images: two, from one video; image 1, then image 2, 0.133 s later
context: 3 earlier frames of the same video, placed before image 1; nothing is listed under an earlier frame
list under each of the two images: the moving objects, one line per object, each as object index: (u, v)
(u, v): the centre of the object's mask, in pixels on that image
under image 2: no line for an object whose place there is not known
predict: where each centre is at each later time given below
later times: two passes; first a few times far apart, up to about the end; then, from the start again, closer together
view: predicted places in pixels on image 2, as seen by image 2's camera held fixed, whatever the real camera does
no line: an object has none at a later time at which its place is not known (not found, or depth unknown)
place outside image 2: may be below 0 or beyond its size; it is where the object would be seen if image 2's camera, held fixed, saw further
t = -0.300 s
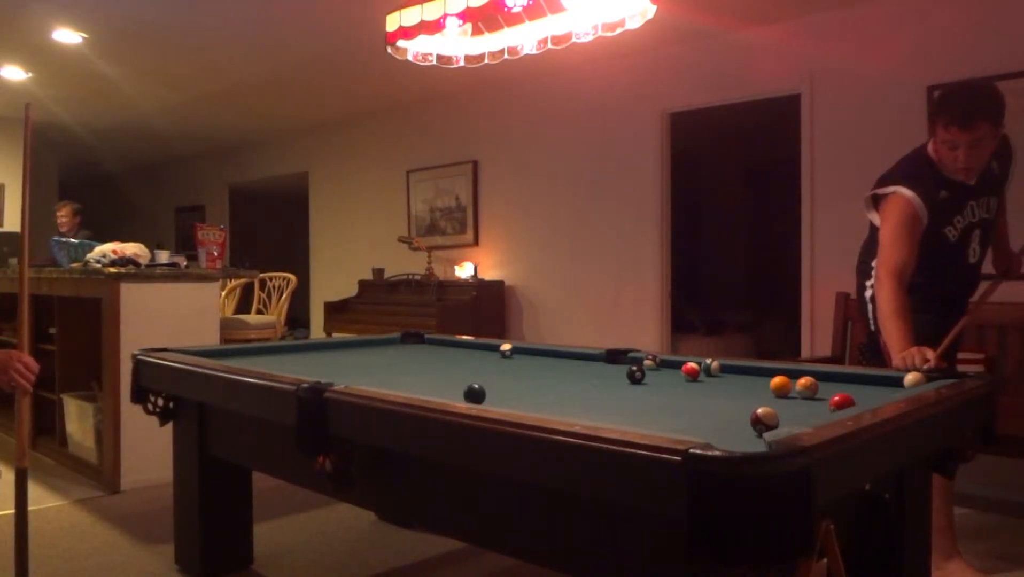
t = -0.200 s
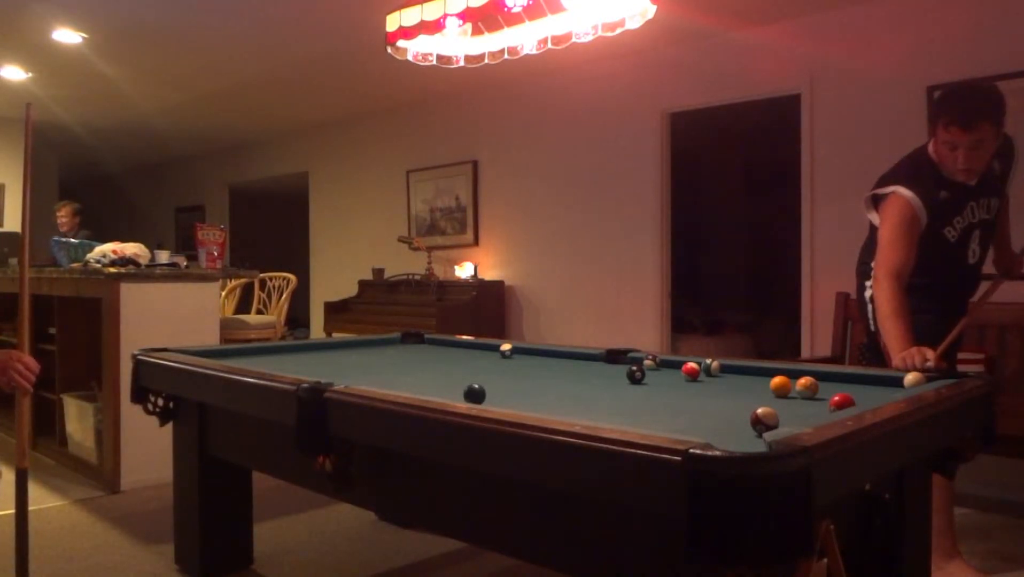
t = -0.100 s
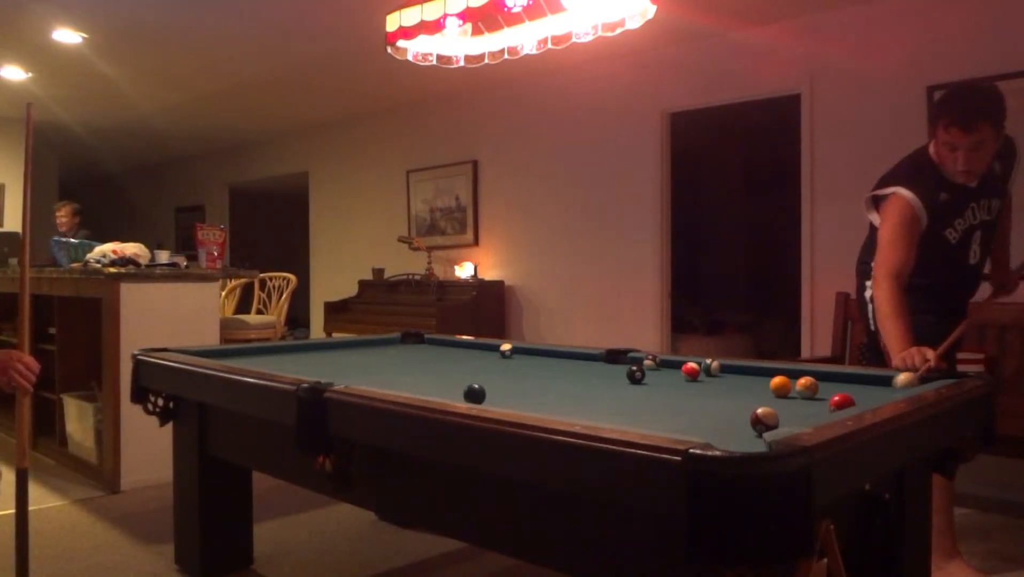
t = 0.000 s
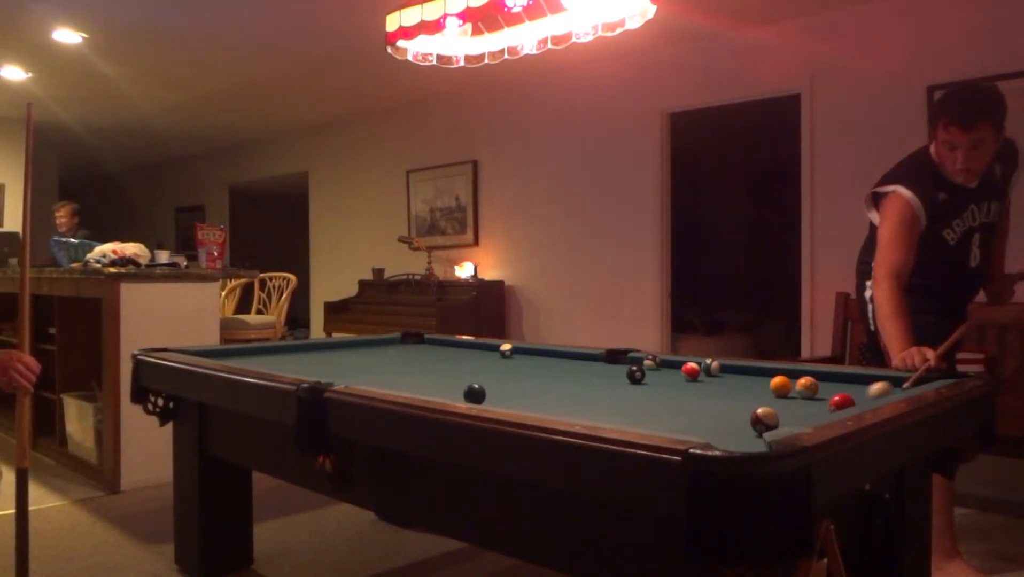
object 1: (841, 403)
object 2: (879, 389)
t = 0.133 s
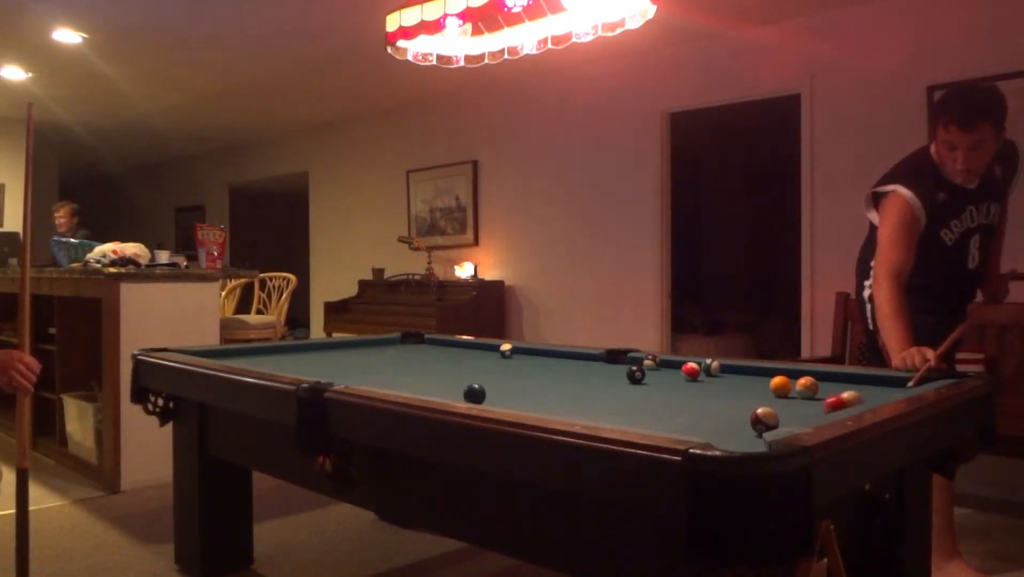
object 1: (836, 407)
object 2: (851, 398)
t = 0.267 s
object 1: (800, 415)
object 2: (841, 401)
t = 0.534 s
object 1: (730, 432)
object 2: (818, 408)
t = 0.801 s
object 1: (704, 429)
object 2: (791, 415)
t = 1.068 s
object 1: (711, 422)
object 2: (764, 422)
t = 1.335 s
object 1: (716, 413)
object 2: (737, 429)
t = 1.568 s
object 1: (721, 407)
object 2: (713, 432)
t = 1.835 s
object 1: (723, 401)
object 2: (690, 430)
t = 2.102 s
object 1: (724, 397)
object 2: (695, 429)
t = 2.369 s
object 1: (724, 392)
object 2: (698, 428)
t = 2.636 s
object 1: (723, 388)
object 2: (699, 427)
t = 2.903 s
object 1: (721, 385)
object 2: (699, 426)
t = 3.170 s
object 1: (719, 383)
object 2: (697, 425)
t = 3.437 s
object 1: (717, 381)
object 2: (697, 425)
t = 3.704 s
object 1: (715, 379)
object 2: (697, 425)
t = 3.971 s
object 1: (713, 377)
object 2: (697, 425)
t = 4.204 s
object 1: (711, 377)
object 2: (697, 425)
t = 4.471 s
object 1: (710, 376)
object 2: (697, 425)
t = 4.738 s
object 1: (708, 375)
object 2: (697, 425)
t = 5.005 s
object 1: (708, 375)
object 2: (697, 425)
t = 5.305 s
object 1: (708, 376)
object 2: (697, 425)
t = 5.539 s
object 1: (708, 376)
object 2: (697, 425)
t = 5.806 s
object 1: (708, 376)
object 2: (697, 425)
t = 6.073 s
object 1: (708, 376)
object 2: (697, 425)
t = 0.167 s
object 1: (825, 407)
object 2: (848, 399)
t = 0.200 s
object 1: (817, 409)
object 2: (846, 400)
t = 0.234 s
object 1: (808, 412)
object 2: (843, 401)
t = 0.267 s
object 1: (800, 415)
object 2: (841, 401)
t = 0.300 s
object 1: (793, 417)
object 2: (837, 402)
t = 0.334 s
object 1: (785, 419)
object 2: (835, 403)
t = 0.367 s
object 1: (776, 421)
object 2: (832, 404)
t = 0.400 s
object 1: (765, 424)
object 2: (829, 405)
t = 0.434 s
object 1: (756, 427)
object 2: (826, 406)
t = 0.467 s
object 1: (749, 430)
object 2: (823, 407)
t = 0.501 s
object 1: (739, 432)
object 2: (820, 407)
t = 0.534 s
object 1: (730, 432)
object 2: (818, 408)
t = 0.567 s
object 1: (720, 433)
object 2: (815, 408)
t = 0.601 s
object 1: (711, 433)
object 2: (811, 410)
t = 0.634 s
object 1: (701, 431)
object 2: (808, 411)
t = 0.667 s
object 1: (700, 431)
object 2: (804, 412)
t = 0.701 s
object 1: (701, 431)
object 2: (802, 412)
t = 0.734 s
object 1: (701, 430)
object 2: (798, 413)
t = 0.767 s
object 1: (702, 430)
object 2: (795, 414)
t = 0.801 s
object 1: (704, 429)
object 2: (791, 415)
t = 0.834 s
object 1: (704, 428)
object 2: (788, 415)
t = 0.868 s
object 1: (705, 428)
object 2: (784, 416)
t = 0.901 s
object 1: (706, 428)
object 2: (781, 417)
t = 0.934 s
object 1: (708, 427)
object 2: (778, 418)
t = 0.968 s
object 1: (708, 426)
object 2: (774, 419)
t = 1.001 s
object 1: (709, 425)
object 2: (771, 420)
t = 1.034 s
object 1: (710, 424)
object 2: (767, 421)
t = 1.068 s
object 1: (711, 422)
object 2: (764, 422)
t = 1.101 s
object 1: (712, 421)
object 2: (760, 423)
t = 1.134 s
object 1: (713, 420)
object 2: (757, 424)
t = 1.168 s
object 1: (714, 419)
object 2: (754, 425)
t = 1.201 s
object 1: (715, 418)
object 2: (751, 426)
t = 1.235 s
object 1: (716, 417)
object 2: (748, 427)
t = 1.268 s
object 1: (716, 416)
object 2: (743, 428)
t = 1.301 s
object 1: (716, 415)
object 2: (740, 428)
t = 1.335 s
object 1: (716, 413)
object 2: (737, 429)
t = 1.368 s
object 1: (717, 411)
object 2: (733, 430)
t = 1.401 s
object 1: (718, 410)
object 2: (729, 430)
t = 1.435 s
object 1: (718, 408)
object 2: (726, 431)
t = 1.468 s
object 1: (719, 408)
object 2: (723, 431)
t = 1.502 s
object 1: (720, 407)
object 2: (719, 432)
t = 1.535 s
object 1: (721, 407)
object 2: (716, 432)
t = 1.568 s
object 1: (721, 407)
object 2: (713, 432)
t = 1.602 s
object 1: (721, 407)
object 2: (709, 431)
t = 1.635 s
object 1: (721, 406)
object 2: (706, 431)
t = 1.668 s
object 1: (722, 405)
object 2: (703, 431)
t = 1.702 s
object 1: (722, 405)
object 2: (700, 431)
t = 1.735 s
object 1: (723, 404)
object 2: (696, 430)
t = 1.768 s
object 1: (723, 403)
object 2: (693, 430)
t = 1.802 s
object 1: (723, 402)
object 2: (690, 430)
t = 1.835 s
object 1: (723, 401)
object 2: (690, 430)
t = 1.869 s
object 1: (724, 401)
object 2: (690, 430)
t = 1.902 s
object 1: (724, 400)
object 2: (691, 430)
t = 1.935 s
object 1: (724, 399)
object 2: (691, 429)
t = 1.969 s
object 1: (724, 399)
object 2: (692, 429)
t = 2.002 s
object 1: (724, 398)
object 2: (693, 429)
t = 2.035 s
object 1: (724, 398)
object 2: (693, 429)
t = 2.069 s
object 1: (724, 397)
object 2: (694, 429)
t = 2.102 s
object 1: (724, 397)
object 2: (695, 429)
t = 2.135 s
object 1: (724, 396)
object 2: (695, 429)
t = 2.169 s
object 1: (724, 395)
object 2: (696, 429)
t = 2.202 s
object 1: (724, 395)
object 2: (696, 429)
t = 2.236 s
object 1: (724, 394)
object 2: (697, 429)
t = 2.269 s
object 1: (724, 394)
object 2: (697, 428)
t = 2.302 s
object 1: (724, 394)
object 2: (698, 428)
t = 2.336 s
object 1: (724, 393)
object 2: (698, 428)
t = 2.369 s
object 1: (724, 392)
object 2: (698, 428)
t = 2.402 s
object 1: (724, 392)
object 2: (698, 428)
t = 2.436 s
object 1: (724, 391)
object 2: (699, 427)
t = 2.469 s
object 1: (724, 390)
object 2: (699, 428)
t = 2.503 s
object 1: (724, 390)
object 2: (699, 427)
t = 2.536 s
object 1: (724, 390)
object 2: (699, 427)
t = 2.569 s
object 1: (724, 389)
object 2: (699, 427)
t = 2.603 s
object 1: (723, 389)
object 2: (700, 427)
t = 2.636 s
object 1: (723, 388)
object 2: (699, 427)
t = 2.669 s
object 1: (723, 388)
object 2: (699, 427)
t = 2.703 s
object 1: (723, 387)
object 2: (699, 427)
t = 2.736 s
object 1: (723, 387)
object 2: (699, 427)
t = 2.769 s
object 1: (722, 387)
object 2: (699, 427)
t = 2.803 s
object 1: (722, 386)
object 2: (699, 426)
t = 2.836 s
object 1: (722, 386)
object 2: (699, 426)
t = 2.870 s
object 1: (721, 385)
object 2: (699, 426)
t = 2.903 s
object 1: (721, 385)
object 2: (699, 426)
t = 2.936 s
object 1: (721, 385)
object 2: (699, 426)
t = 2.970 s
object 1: (721, 385)
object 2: (698, 426)
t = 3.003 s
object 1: (721, 385)
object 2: (698, 426)
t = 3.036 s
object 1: (720, 384)
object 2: (698, 426)
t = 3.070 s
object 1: (720, 384)
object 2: (698, 426)
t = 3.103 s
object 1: (719, 383)
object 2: (697, 425)
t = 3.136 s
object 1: (719, 383)
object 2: (697, 425)
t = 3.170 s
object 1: (719, 383)
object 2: (697, 425)
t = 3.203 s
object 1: (719, 383)
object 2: (697, 425)
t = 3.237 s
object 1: (719, 382)
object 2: (697, 425)
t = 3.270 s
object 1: (718, 382)
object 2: (697, 425)
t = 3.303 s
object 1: (718, 382)
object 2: (697, 425)
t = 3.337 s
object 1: (718, 381)
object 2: (697, 425)
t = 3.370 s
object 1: (717, 381)
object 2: (697, 425)
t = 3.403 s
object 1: (717, 381)
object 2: (697, 425)
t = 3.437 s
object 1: (717, 381)
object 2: (697, 425)
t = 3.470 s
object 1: (717, 380)
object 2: (697, 425)
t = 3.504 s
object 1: (716, 380)
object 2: (697, 425)
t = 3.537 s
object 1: (716, 380)
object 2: (697, 425)
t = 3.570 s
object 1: (716, 379)
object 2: (697, 425)
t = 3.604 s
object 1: (715, 379)
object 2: (697, 425)
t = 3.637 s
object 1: (715, 379)
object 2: (697, 425)
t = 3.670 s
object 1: (715, 379)
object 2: (697, 425)
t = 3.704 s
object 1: (715, 379)
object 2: (697, 425)
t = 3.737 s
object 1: (714, 379)
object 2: (697, 425)
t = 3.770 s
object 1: (714, 379)
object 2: (697, 425)
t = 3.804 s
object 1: (714, 378)
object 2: (697, 425)
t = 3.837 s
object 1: (714, 378)
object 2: (697, 425)
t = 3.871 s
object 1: (713, 378)
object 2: (697, 425)
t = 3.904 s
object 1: (713, 378)
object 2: (697, 425)
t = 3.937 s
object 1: (713, 378)
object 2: (697, 425)
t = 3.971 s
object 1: (713, 377)
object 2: (697, 425)
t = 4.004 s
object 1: (713, 377)
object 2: (697, 425)
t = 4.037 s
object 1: (712, 377)
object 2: (697, 425)
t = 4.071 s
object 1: (712, 377)
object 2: (697, 425)
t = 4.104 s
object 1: (711, 377)
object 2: (697, 425)
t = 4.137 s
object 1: (711, 377)
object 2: (697, 425)
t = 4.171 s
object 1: (711, 377)
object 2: (697, 425)
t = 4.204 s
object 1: (711, 377)
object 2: (697, 425)
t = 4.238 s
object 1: (711, 377)
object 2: (697, 425)
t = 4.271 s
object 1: (711, 377)
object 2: (697, 425)
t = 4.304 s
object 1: (710, 377)
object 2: (697, 425)
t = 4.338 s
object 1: (710, 376)
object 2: (697, 425)
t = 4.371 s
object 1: (710, 376)
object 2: (697, 425)
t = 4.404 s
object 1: (710, 376)
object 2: (697, 425)
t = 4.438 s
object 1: (710, 376)
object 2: (697, 425)
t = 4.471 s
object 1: (710, 376)
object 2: (697, 425)
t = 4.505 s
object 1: (709, 376)
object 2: (697, 425)
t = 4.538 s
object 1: (709, 376)
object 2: (697, 425)
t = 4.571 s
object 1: (709, 376)
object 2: (697, 425)
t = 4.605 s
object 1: (709, 376)
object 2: (697, 425)
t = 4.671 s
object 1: (708, 376)
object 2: (697, 425)
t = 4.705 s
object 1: (708, 376)
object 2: (697, 425)
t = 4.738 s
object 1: (708, 375)
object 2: (697, 425)
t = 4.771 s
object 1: (708, 375)
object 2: (697, 425)
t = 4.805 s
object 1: (708, 376)
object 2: (697, 425)
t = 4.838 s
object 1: (708, 375)
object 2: (697, 425)
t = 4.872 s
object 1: (708, 376)
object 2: (697, 425)
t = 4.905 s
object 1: (708, 375)
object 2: (697, 425)
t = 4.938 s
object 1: (708, 375)
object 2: (697, 425)
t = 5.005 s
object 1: (708, 375)
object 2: (697, 425)
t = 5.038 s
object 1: (708, 376)
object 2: (697, 425)
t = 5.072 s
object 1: (708, 375)
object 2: (697, 425)
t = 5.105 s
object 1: (708, 376)
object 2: (697, 425)
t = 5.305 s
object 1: (708, 376)
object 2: (697, 425)
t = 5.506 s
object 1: (708, 375)
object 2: (697, 425)
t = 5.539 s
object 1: (708, 376)
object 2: (697, 425)
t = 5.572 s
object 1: (708, 376)
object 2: (697, 425)
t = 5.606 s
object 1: (708, 376)
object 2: (697, 425)
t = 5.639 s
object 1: (708, 375)
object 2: (697, 425)
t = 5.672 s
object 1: (708, 376)
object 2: (697, 425)
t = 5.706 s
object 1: (708, 376)
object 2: (697, 425)
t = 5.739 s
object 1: (708, 375)
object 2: (697, 425)
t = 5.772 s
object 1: (708, 375)
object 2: (697, 425)
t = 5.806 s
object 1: (708, 376)
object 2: (697, 425)
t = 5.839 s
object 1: (708, 375)
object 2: (697, 425)
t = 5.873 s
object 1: (708, 375)
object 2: (697, 425)
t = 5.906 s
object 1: (708, 375)
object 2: (697, 425)
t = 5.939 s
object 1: (708, 376)
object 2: (697, 425)
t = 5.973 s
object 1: (708, 375)
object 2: (697, 425)
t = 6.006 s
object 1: (708, 375)
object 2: (697, 425)
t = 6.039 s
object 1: (708, 376)
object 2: (697, 425)
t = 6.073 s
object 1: (708, 376)
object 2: (697, 425)
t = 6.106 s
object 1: (708, 375)
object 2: (697, 425)
